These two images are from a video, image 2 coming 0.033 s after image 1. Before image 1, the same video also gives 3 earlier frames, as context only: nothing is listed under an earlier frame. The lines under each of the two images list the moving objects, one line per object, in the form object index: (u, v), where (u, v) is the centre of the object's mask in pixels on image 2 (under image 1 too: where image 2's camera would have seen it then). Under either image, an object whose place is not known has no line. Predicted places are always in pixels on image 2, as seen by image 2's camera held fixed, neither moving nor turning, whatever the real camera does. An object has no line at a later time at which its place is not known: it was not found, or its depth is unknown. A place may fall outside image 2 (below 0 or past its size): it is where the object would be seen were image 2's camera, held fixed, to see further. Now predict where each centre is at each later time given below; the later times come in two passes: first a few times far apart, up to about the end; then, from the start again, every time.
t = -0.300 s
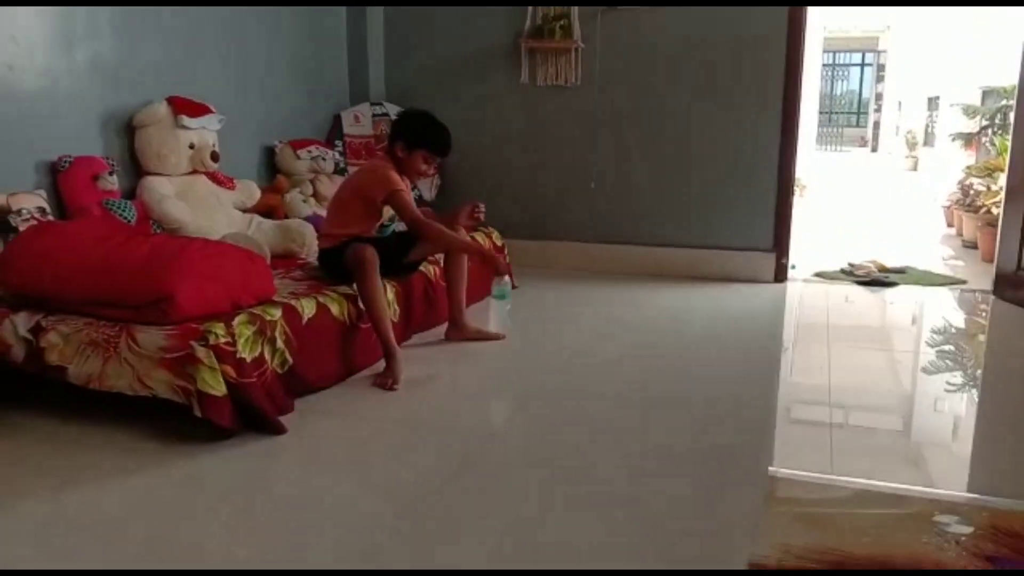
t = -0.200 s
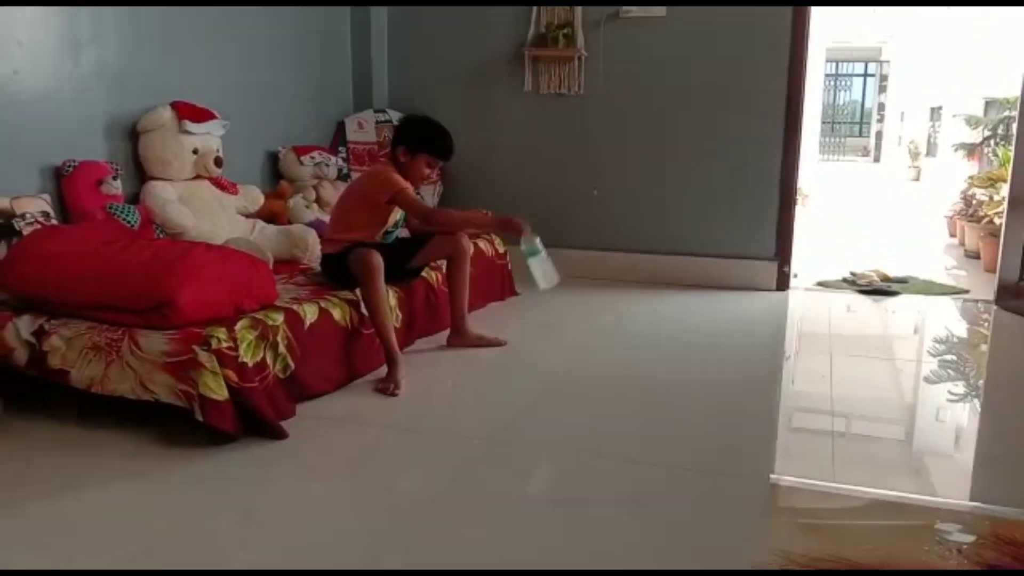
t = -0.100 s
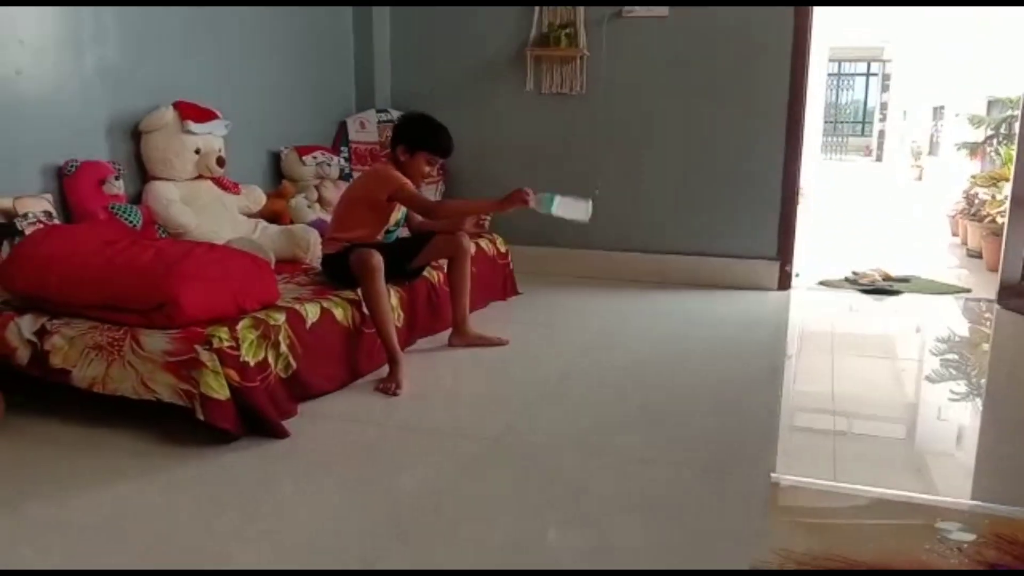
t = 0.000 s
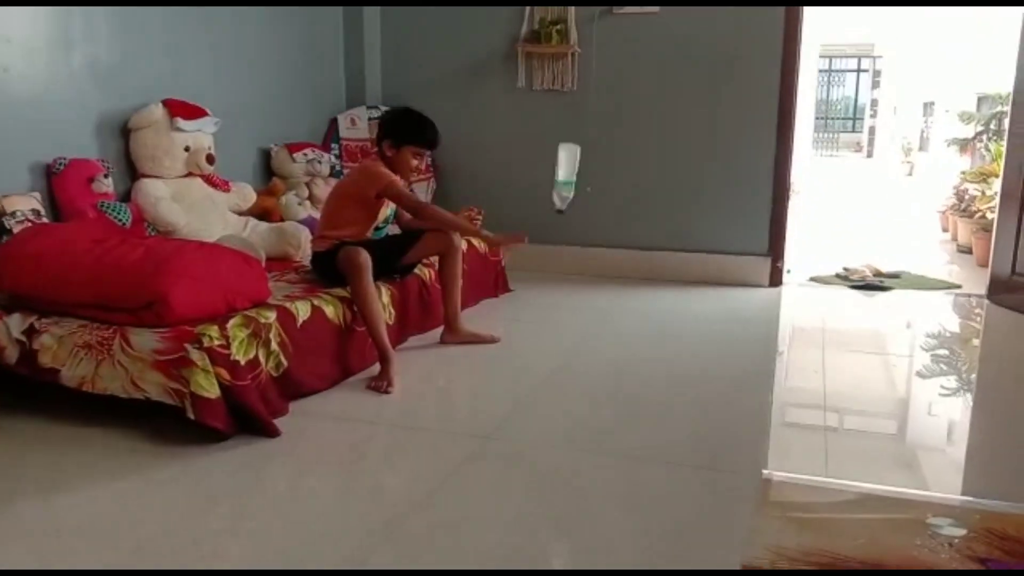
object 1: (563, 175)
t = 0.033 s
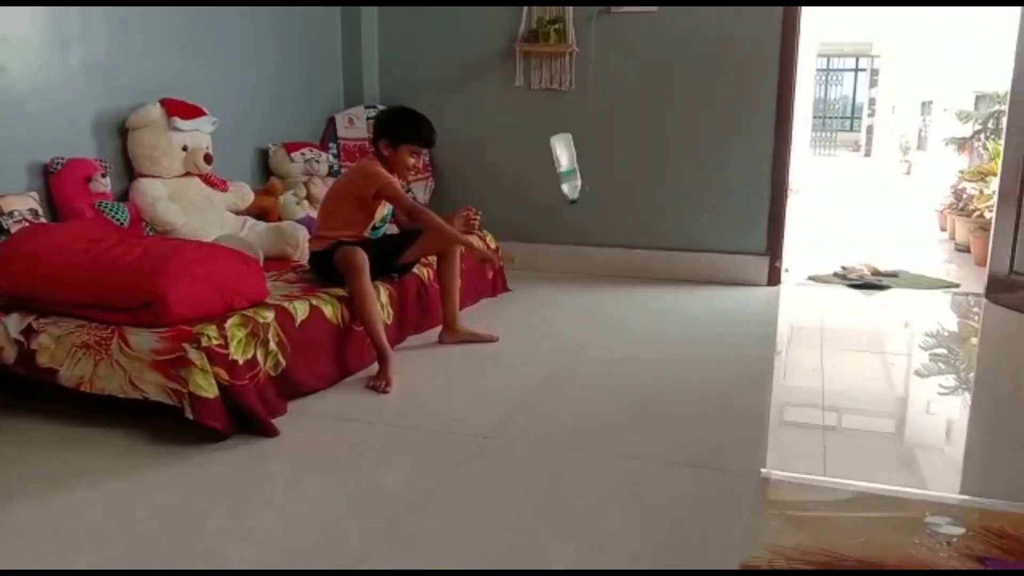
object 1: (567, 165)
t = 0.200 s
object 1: (571, 191)
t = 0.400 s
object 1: (571, 342)
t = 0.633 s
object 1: (591, 368)
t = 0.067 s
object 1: (568, 162)
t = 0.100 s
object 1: (569, 164)
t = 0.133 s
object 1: (570, 169)
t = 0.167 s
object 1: (570, 179)
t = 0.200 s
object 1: (571, 191)
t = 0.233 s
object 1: (572, 208)
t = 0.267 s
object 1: (573, 228)
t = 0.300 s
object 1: (573, 251)
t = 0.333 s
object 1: (573, 277)
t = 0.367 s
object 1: (572, 307)
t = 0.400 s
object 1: (571, 342)
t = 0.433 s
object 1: (579, 359)
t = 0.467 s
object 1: (580, 365)
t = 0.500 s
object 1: (583, 365)
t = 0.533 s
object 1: (587, 368)
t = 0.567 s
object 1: (589, 368)
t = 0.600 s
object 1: (590, 368)
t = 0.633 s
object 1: (591, 368)
